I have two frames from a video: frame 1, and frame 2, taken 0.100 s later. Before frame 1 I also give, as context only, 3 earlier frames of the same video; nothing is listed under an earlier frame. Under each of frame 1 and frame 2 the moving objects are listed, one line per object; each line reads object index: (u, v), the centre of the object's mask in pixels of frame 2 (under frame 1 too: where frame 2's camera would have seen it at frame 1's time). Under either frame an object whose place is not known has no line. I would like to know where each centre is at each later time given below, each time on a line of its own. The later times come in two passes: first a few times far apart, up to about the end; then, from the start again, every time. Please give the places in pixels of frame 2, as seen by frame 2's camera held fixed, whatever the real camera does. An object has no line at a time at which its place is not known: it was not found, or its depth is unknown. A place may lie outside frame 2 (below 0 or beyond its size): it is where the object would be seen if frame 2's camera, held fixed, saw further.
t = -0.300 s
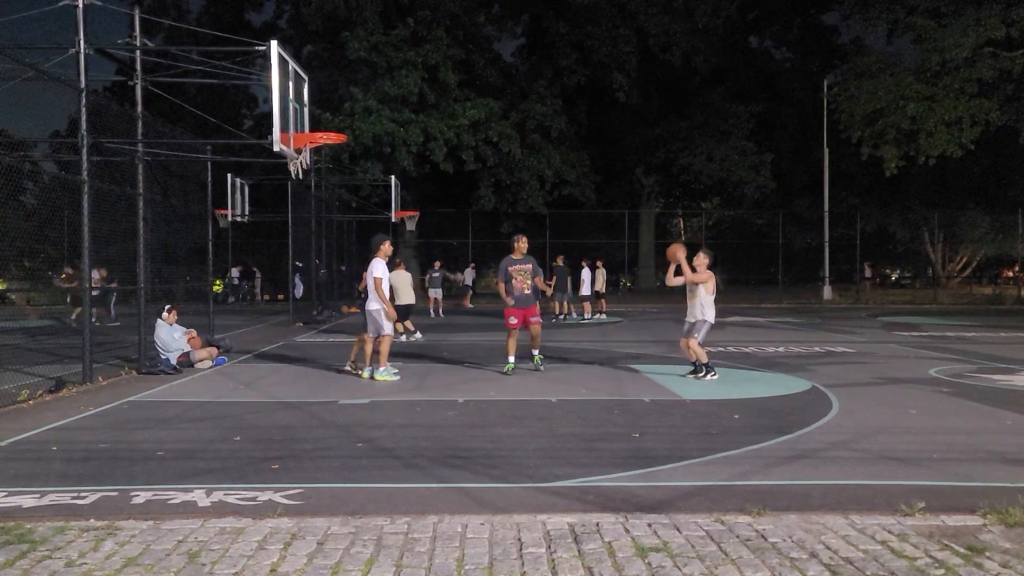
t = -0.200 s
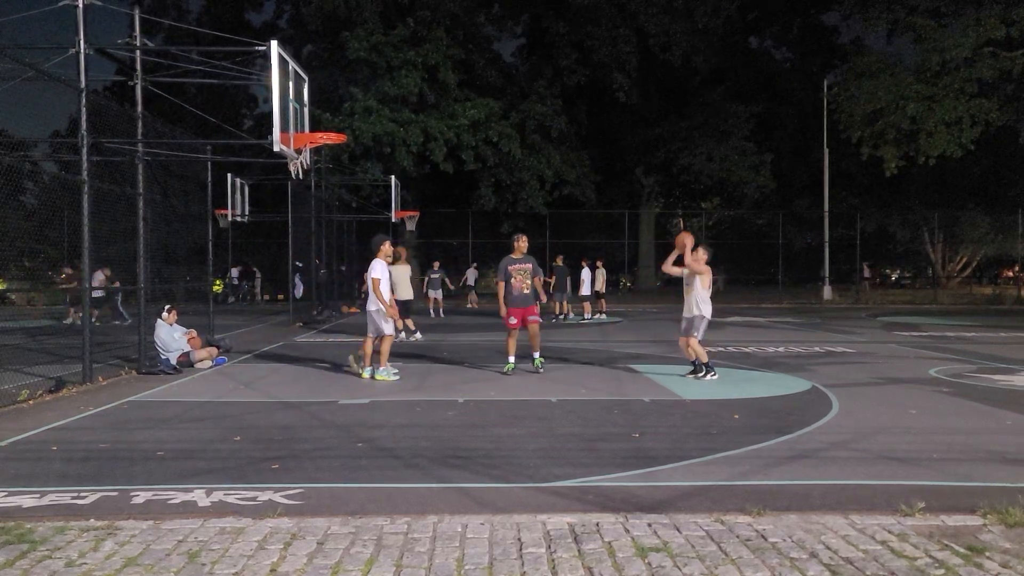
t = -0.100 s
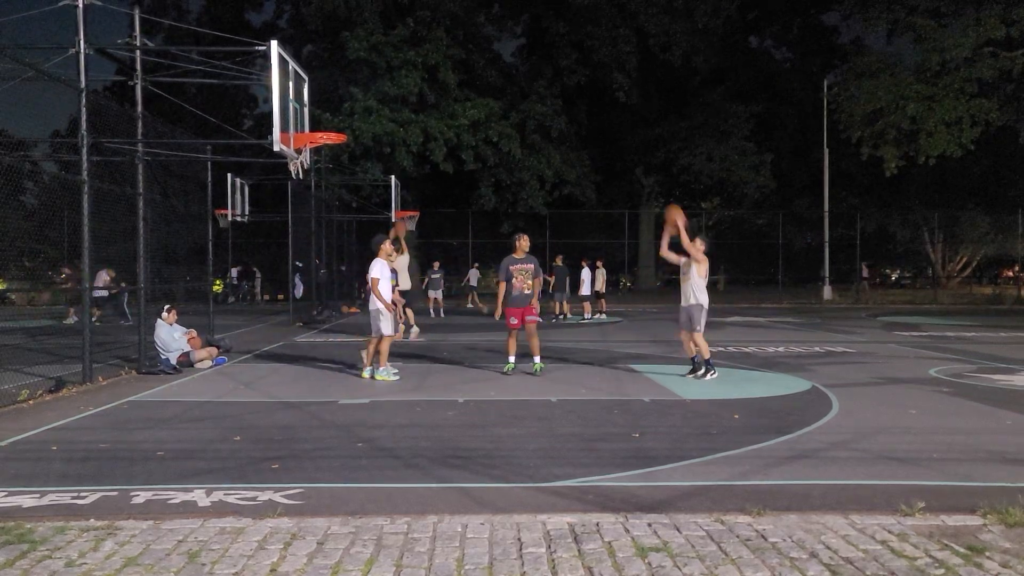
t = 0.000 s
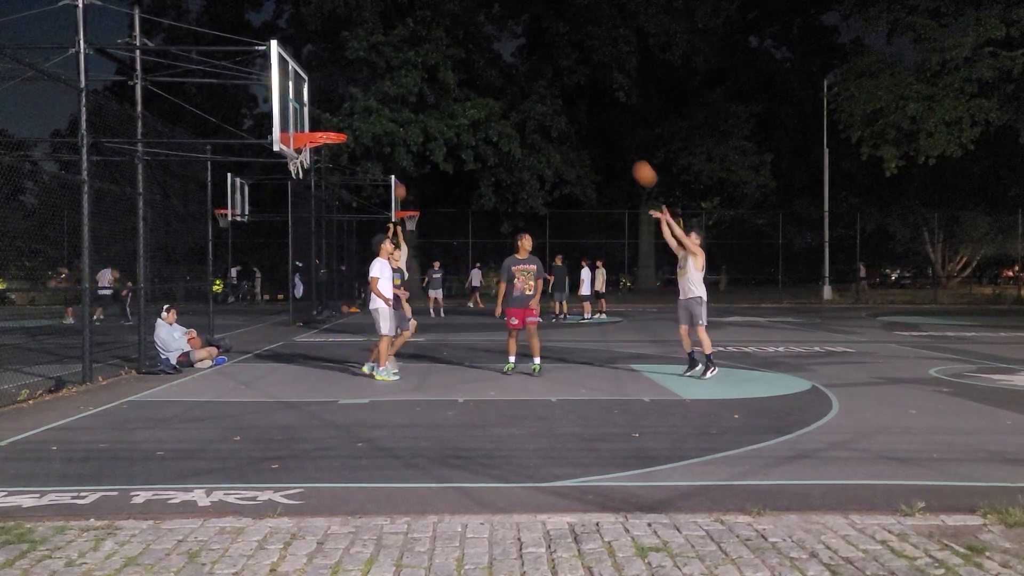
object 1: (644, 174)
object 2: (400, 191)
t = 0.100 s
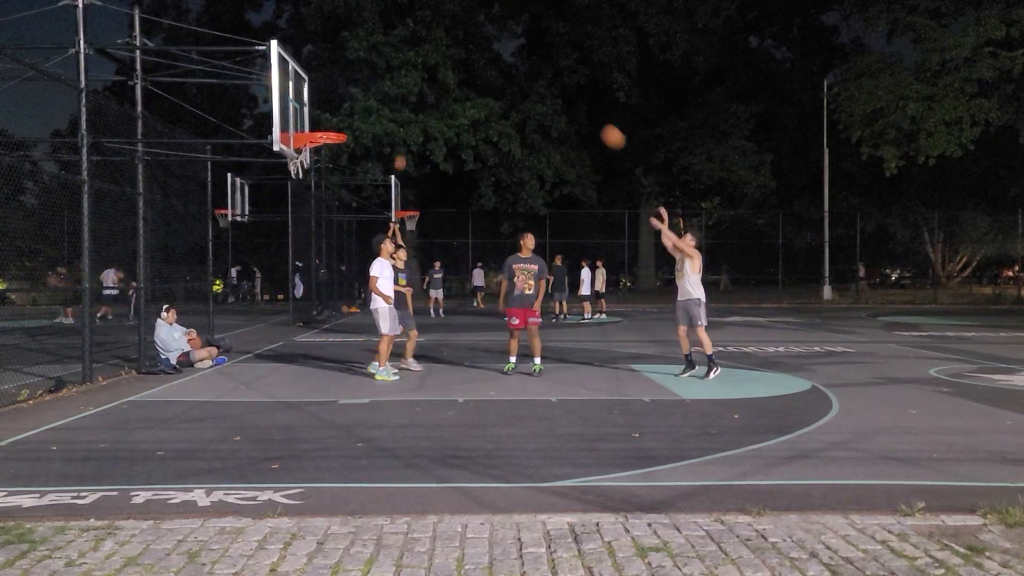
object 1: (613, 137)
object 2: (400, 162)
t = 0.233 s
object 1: (570, 100)
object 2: (400, 134)
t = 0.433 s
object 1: (506, 69)
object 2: (402, 109)
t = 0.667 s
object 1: (431, 72)
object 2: (404, 104)
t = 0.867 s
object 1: (367, 109)
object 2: (406, 117)
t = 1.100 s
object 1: (320, 100)
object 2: (409, 149)
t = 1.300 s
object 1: (314, 86)
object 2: (410, 189)
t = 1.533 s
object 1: (334, 104)
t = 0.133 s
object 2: (400, 155)
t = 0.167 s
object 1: (591, 117)
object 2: (400, 147)
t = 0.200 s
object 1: (581, 108)
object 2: (400, 140)
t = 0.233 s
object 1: (570, 100)
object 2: (400, 134)
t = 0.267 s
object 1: (559, 93)
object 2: (400, 128)
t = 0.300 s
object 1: (549, 86)
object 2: (401, 123)
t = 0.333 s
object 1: (538, 81)
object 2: (401, 119)
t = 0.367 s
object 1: (527, 76)
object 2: (401, 115)
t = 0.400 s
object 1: (516, 72)
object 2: (401, 112)
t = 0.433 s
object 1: (506, 69)
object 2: (402, 109)
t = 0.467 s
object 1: (495, 67)
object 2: (402, 107)
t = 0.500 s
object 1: (484, 65)
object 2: (402, 105)
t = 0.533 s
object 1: (473, 65)
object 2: (402, 104)
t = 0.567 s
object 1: (463, 66)
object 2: (403, 104)
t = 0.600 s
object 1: (452, 67)
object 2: (403, 103)
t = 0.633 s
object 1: (442, 70)
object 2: (403, 103)
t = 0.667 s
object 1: (431, 72)
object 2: (404, 104)
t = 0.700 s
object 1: (420, 76)
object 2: (404, 105)
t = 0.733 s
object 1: (410, 81)
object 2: (405, 106)
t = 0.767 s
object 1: (399, 87)
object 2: (405, 108)
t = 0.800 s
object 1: (388, 93)
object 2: (405, 111)
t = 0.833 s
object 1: (378, 101)
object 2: (406, 113)
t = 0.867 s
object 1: (367, 109)
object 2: (406, 117)
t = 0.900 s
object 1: (357, 118)
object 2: (406, 119)
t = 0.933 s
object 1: (348, 126)
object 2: (407, 124)
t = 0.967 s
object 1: (341, 122)
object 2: (407, 129)
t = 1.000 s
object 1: (336, 116)
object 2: (407, 132)
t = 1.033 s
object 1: (330, 110)
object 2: (408, 138)
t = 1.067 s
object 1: (325, 104)
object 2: (408, 143)
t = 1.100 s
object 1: (320, 100)
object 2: (409, 149)
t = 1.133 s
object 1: (316, 96)
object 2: (409, 154)
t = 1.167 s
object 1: (311, 93)
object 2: (409, 162)
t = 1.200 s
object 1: (306, 91)
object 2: (410, 167)
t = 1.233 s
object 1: (308, 88)
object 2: (410, 174)
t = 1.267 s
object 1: (311, 87)
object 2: (410, 181)
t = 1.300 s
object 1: (314, 86)
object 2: (410, 189)
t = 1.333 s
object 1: (317, 86)
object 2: (411, 196)
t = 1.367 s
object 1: (319, 87)
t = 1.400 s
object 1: (322, 89)
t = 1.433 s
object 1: (325, 91)
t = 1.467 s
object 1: (328, 94)
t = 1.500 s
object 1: (331, 98)
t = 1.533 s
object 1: (334, 104)
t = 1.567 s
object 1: (337, 110)
